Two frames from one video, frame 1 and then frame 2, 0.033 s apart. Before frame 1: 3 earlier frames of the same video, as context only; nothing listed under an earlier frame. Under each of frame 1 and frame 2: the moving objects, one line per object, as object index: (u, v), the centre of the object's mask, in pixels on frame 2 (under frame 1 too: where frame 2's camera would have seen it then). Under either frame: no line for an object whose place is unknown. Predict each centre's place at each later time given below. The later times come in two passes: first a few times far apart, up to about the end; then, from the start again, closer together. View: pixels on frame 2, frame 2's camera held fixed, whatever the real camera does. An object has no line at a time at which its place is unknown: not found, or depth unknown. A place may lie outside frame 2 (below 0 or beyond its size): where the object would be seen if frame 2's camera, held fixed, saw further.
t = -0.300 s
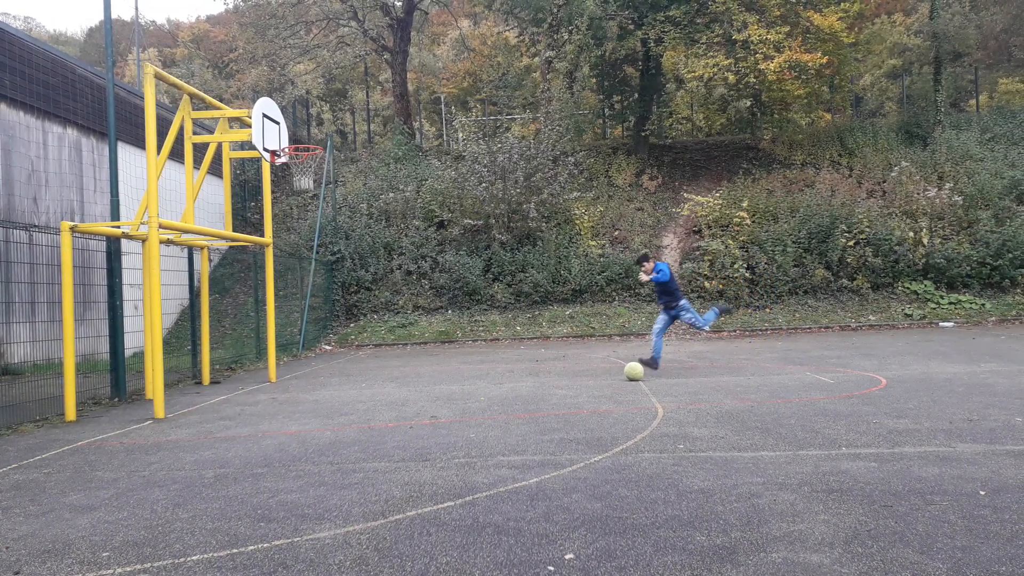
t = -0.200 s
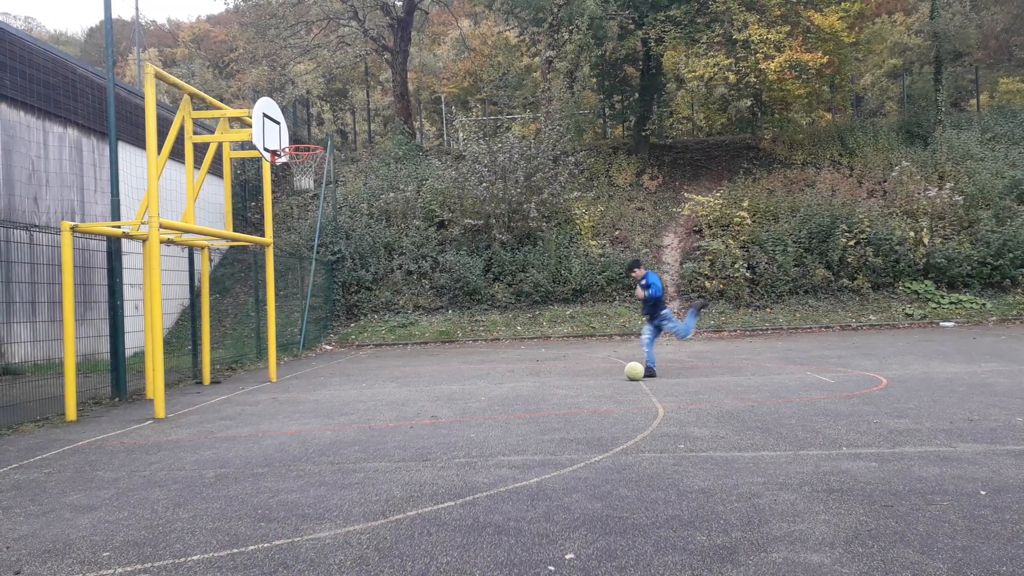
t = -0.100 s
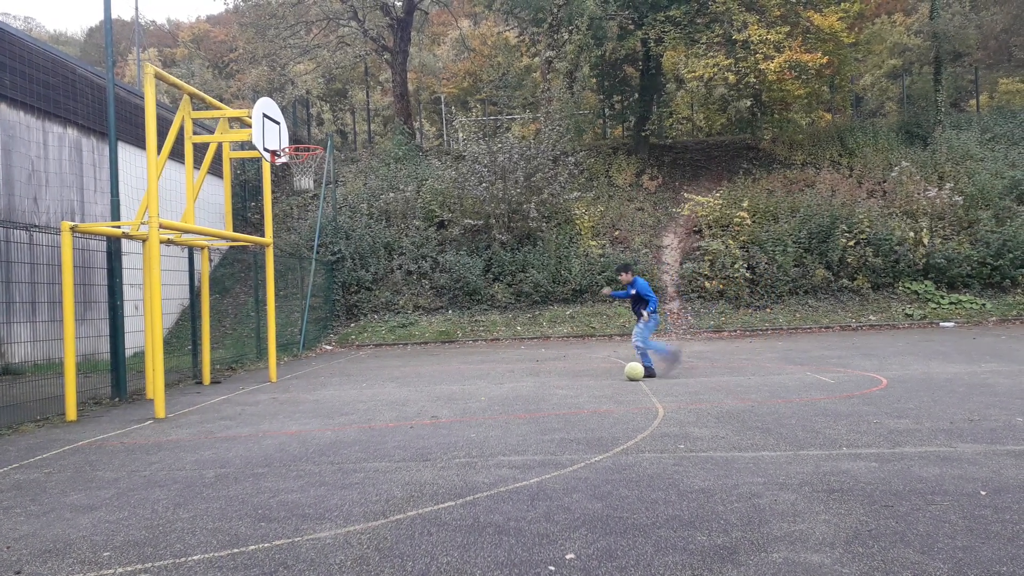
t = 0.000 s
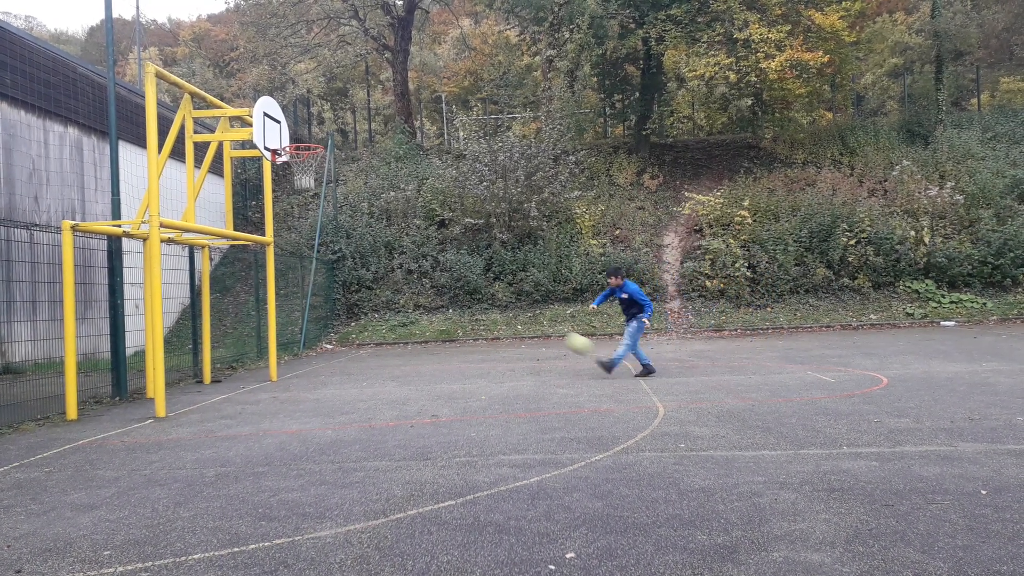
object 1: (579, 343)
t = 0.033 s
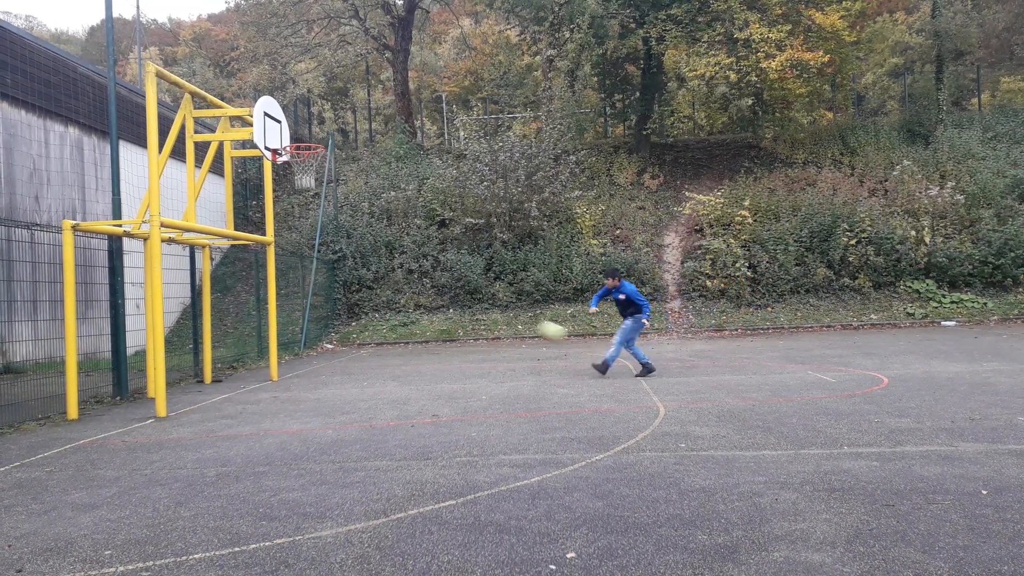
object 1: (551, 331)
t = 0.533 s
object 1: (166, 254)
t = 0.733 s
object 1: (102, 273)
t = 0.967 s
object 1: (148, 337)
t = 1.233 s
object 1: (196, 385)
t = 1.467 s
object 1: (224, 394)
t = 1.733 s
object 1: (252, 392)
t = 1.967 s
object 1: (275, 391)
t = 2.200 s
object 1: (296, 391)
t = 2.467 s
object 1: (317, 391)
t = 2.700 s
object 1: (334, 391)
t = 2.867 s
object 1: (345, 392)
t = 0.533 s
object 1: (166, 254)
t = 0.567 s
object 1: (140, 256)
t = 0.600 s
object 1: (112, 257)
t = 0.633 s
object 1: (88, 259)
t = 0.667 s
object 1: (87, 264)
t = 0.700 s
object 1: (94, 268)
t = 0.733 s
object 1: (102, 273)
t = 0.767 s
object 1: (110, 280)
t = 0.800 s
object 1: (116, 286)
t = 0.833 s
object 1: (123, 294)
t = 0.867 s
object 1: (130, 303)
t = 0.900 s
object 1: (139, 314)
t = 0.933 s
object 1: (144, 324)
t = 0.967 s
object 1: (148, 337)
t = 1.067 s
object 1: (174, 377)
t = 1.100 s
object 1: (180, 394)
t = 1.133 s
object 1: (185, 395)
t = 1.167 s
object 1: (189, 391)
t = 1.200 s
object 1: (192, 388)
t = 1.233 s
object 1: (196, 385)
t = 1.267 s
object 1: (200, 384)
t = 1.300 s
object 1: (204, 384)
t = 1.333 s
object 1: (208, 384)
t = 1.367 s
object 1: (212, 386)
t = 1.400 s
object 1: (216, 388)
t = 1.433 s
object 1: (220, 393)
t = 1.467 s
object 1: (224, 394)
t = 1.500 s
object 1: (227, 393)
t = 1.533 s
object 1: (230, 393)
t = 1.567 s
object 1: (234, 393)
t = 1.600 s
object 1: (238, 393)
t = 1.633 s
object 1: (241, 392)
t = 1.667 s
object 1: (244, 393)
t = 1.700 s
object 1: (249, 392)
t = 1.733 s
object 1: (252, 392)
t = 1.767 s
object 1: (255, 392)
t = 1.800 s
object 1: (259, 392)
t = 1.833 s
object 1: (262, 392)
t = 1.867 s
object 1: (265, 392)
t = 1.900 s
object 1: (269, 392)
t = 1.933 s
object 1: (272, 392)
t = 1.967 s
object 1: (275, 391)
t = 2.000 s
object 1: (279, 391)
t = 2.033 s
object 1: (282, 391)
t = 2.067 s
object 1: (285, 392)
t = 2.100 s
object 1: (288, 392)
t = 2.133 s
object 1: (291, 391)
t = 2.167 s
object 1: (293, 391)
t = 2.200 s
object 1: (296, 391)
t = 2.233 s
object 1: (299, 391)
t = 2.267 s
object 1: (301, 391)
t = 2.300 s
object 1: (304, 391)
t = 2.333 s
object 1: (307, 391)
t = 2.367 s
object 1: (309, 391)
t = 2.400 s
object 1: (312, 391)
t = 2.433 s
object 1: (315, 391)
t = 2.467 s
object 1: (317, 391)
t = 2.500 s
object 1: (320, 391)
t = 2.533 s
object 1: (322, 391)
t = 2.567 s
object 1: (324, 391)
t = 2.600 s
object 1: (327, 391)
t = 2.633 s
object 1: (329, 391)
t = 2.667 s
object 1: (332, 391)
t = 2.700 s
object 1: (334, 391)
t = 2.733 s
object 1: (336, 391)
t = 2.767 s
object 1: (338, 391)
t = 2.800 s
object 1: (341, 391)
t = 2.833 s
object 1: (343, 392)
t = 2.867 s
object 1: (345, 392)
